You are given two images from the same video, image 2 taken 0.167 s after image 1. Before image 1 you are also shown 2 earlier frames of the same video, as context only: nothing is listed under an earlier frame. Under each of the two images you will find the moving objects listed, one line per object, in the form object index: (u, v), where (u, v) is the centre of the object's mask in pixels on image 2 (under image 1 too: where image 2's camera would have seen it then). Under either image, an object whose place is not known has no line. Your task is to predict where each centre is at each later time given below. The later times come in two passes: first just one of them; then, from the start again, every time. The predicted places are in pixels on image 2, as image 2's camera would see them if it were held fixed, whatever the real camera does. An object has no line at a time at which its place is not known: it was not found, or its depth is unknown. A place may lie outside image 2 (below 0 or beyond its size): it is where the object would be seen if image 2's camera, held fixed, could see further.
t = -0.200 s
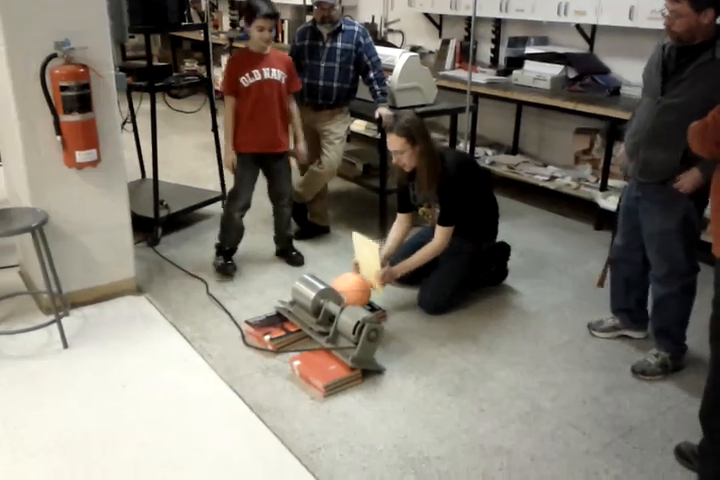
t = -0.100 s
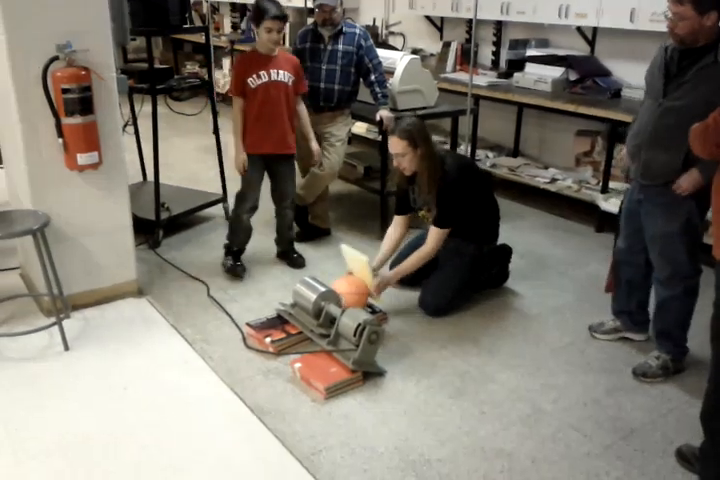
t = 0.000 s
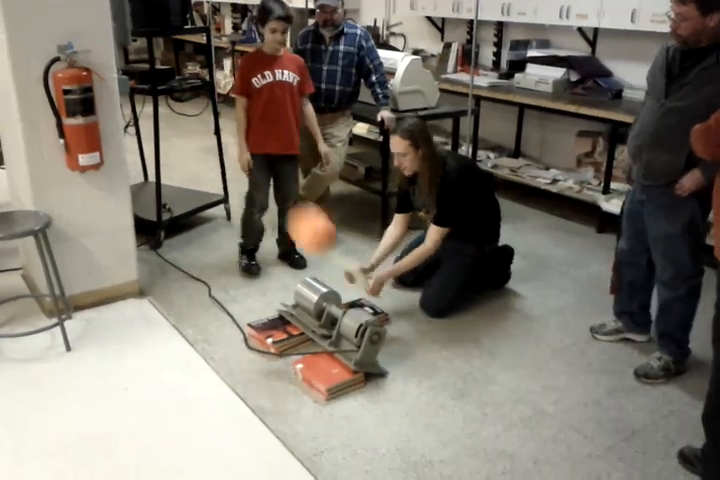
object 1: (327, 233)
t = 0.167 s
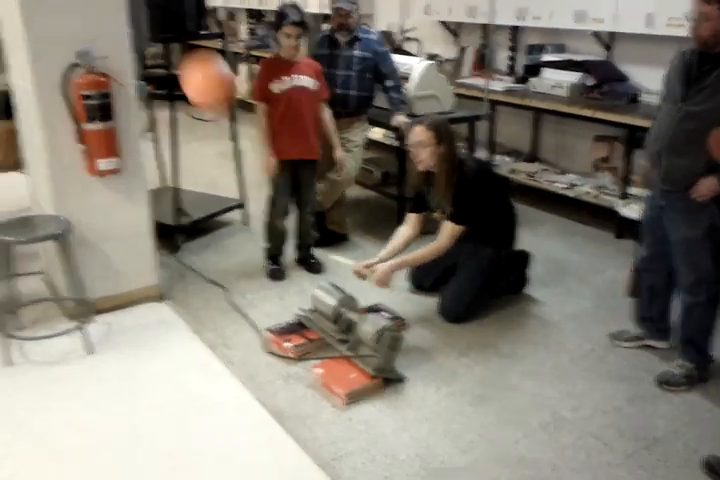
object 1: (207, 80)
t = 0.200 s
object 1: (177, 52)
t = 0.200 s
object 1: (177, 52)
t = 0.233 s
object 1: (147, 21)
